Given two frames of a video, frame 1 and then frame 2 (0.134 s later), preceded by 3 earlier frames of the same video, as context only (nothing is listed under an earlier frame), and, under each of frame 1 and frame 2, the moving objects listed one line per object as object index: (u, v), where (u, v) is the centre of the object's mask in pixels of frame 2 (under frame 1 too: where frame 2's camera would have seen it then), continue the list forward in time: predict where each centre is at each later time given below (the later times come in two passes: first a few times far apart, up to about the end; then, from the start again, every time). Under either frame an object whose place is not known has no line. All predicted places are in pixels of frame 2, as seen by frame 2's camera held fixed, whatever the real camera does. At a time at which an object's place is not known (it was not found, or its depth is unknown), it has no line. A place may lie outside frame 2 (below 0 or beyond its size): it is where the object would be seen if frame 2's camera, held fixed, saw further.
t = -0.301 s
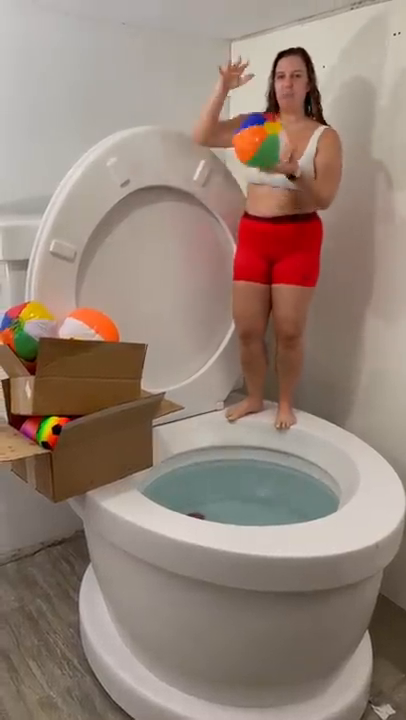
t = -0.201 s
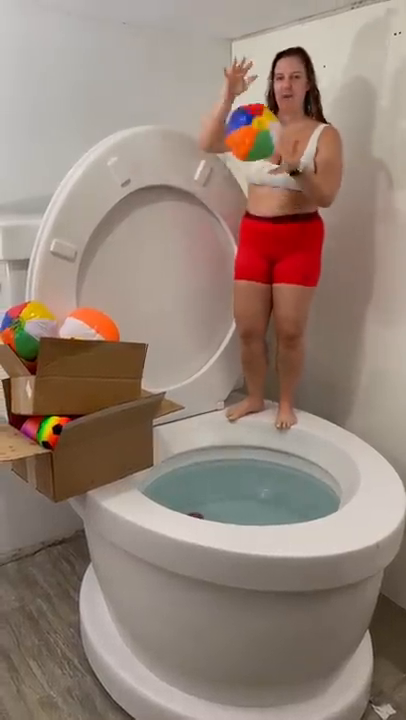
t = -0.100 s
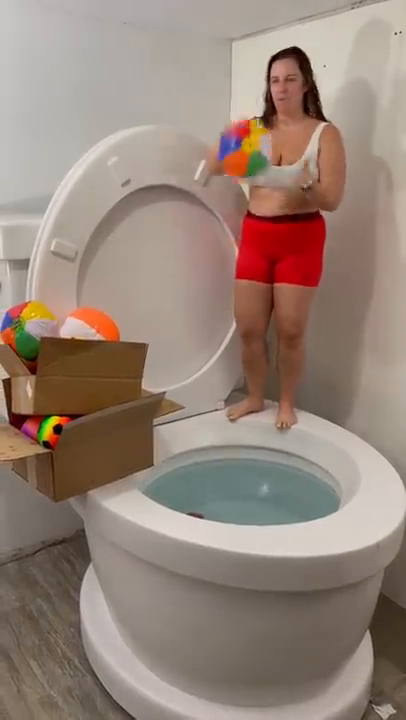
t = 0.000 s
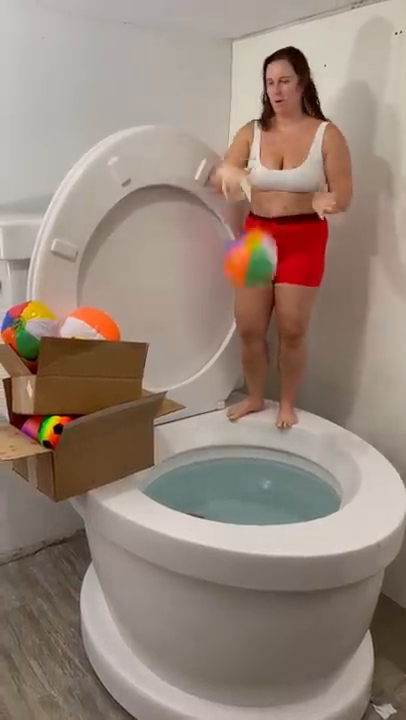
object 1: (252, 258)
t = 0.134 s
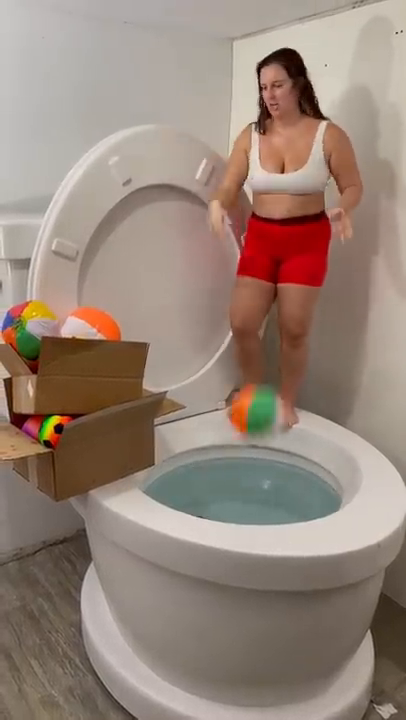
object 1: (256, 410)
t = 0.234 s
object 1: (260, 506)
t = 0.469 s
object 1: (261, 504)
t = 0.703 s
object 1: (263, 509)
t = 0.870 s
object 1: (265, 510)
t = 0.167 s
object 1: (256, 450)
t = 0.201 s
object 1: (259, 490)
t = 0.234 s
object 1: (260, 506)
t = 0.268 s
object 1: (260, 507)
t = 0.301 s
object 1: (260, 507)
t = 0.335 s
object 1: (260, 507)
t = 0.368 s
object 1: (261, 507)
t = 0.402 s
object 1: (261, 506)
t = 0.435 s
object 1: (261, 505)
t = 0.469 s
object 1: (261, 504)
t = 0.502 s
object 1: (261, 505)
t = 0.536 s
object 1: (261, 505)
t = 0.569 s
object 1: (261, 507)
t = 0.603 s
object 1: (262, 508)
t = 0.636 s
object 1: (262, 509)
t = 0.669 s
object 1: (262, 509)
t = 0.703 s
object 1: (263, 509)
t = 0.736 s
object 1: (263, 508)
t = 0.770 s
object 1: (264, 510)
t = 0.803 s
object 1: (265, 509)
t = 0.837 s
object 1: (265, 509)
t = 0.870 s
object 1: (265, 510)
